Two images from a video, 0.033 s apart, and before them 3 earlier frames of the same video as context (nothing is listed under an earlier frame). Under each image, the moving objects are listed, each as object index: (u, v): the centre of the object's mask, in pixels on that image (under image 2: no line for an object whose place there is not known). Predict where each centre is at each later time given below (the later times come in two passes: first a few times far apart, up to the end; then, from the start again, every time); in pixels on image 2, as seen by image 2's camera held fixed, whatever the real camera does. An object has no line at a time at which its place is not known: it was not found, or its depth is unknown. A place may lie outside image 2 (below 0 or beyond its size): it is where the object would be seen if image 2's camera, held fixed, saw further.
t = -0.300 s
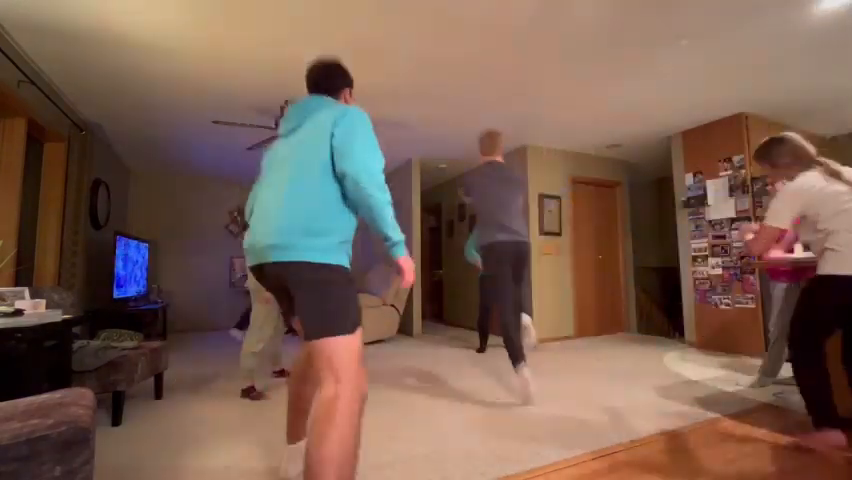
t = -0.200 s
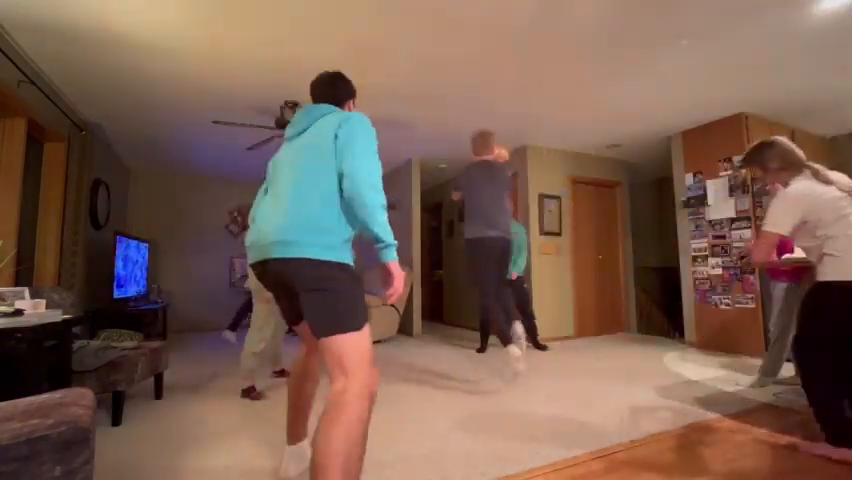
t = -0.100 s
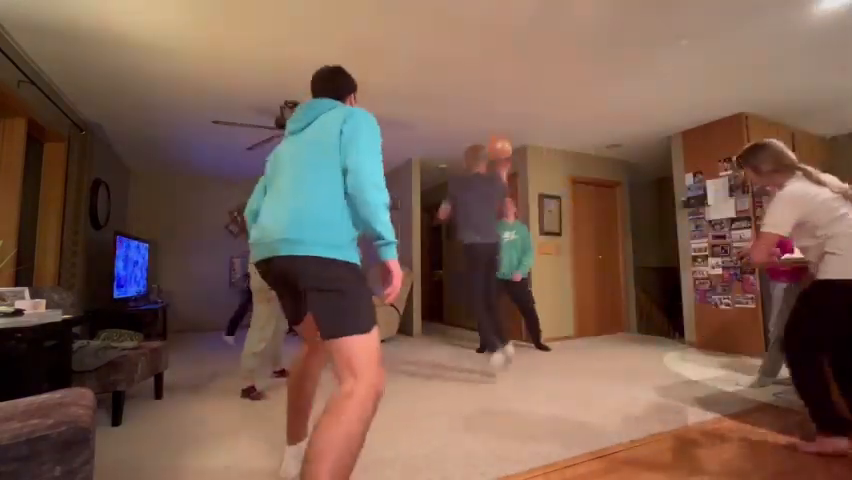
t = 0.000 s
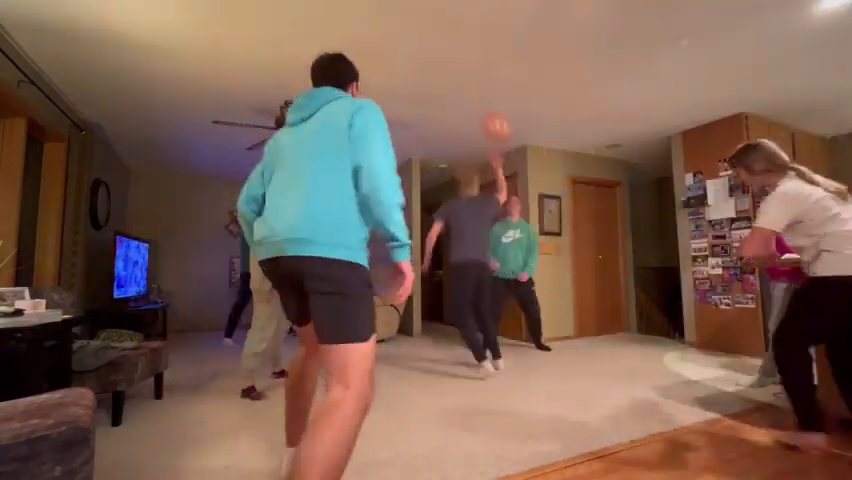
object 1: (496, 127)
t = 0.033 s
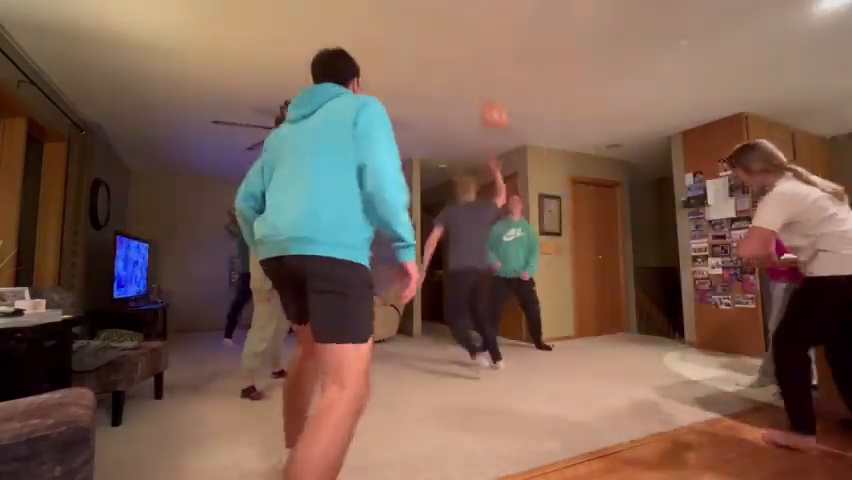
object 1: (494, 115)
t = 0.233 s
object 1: (478, 63)
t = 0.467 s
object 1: (457, 34)
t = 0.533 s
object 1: (450, 33)
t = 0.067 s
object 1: (490, 106)
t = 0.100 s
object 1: (487, 96)
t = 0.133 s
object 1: (485, 87)
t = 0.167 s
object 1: (483, 79)
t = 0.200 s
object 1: (481, 70)
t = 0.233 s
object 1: (478, 63)
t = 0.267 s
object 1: (475, 57)
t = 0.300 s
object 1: (473, 51)
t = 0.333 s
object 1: (470, 47)
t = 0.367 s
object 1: (467, 43)
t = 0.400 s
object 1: (464, 39)
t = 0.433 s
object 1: (461, 36)
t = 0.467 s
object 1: (457, 34)
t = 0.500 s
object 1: (454, 34)
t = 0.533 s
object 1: (450, 33)
